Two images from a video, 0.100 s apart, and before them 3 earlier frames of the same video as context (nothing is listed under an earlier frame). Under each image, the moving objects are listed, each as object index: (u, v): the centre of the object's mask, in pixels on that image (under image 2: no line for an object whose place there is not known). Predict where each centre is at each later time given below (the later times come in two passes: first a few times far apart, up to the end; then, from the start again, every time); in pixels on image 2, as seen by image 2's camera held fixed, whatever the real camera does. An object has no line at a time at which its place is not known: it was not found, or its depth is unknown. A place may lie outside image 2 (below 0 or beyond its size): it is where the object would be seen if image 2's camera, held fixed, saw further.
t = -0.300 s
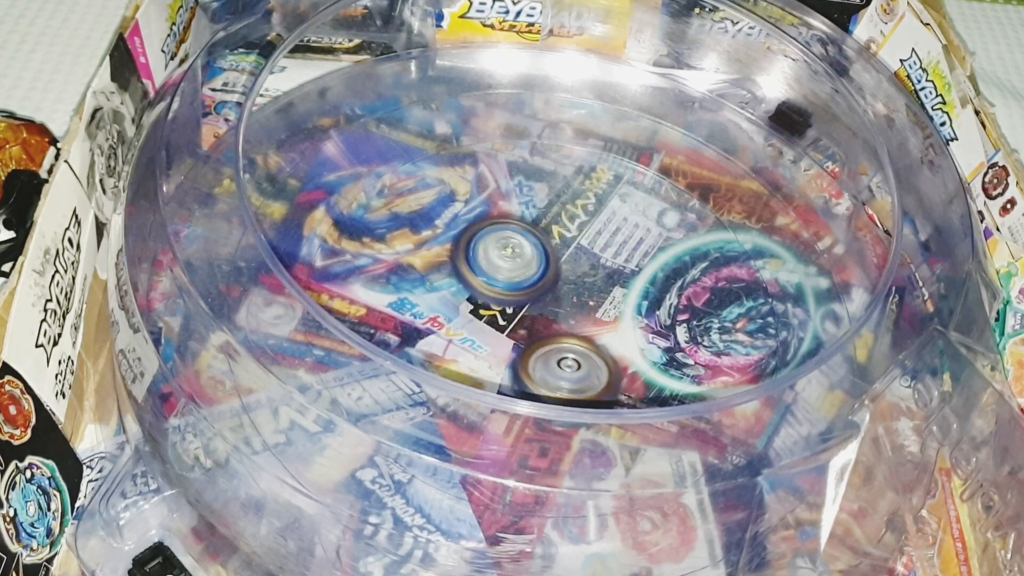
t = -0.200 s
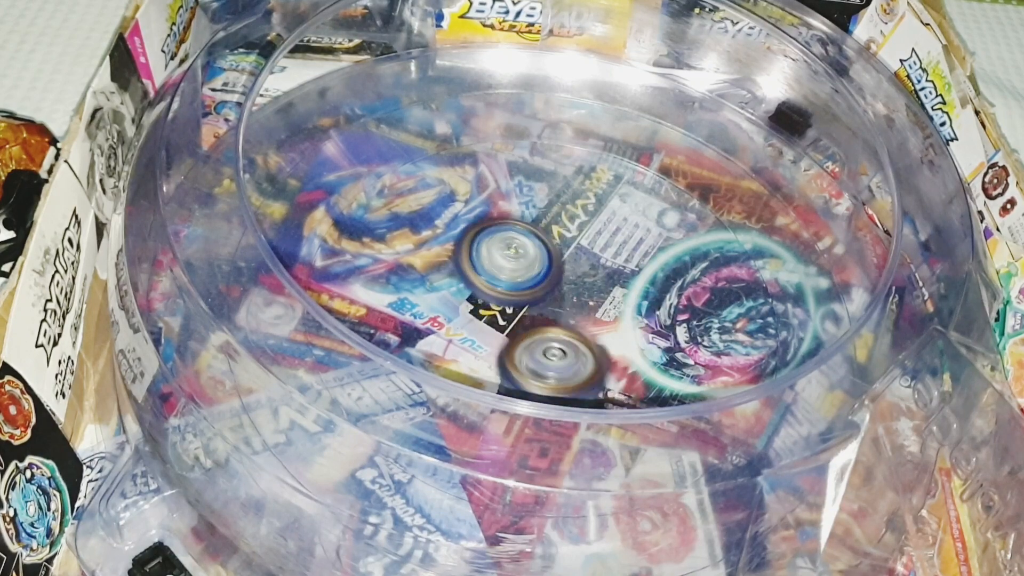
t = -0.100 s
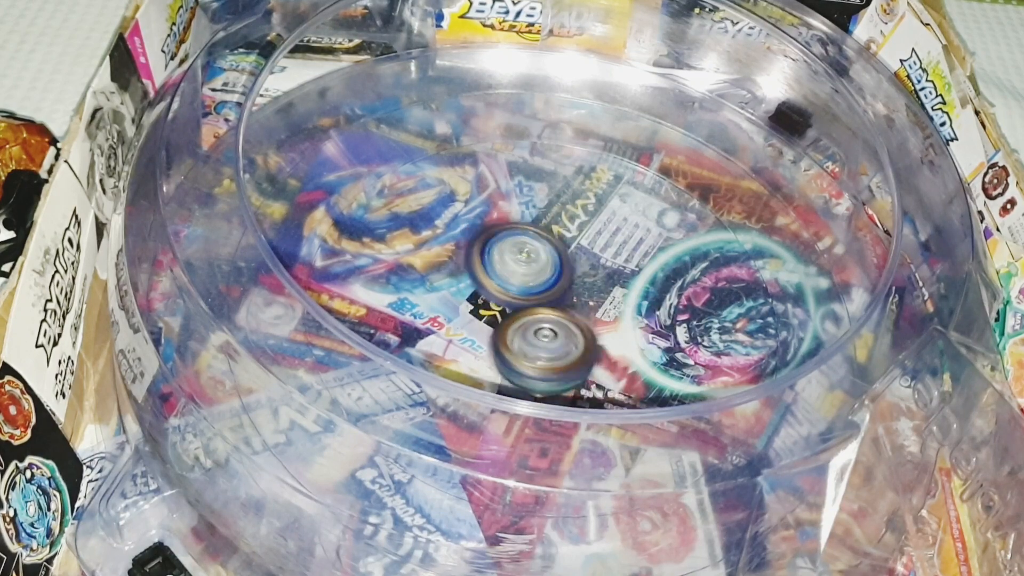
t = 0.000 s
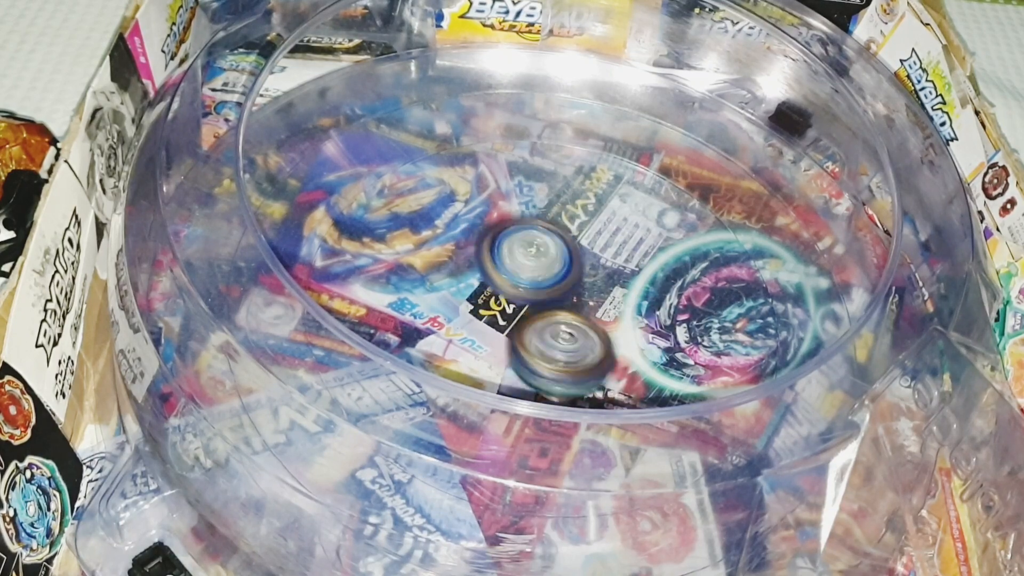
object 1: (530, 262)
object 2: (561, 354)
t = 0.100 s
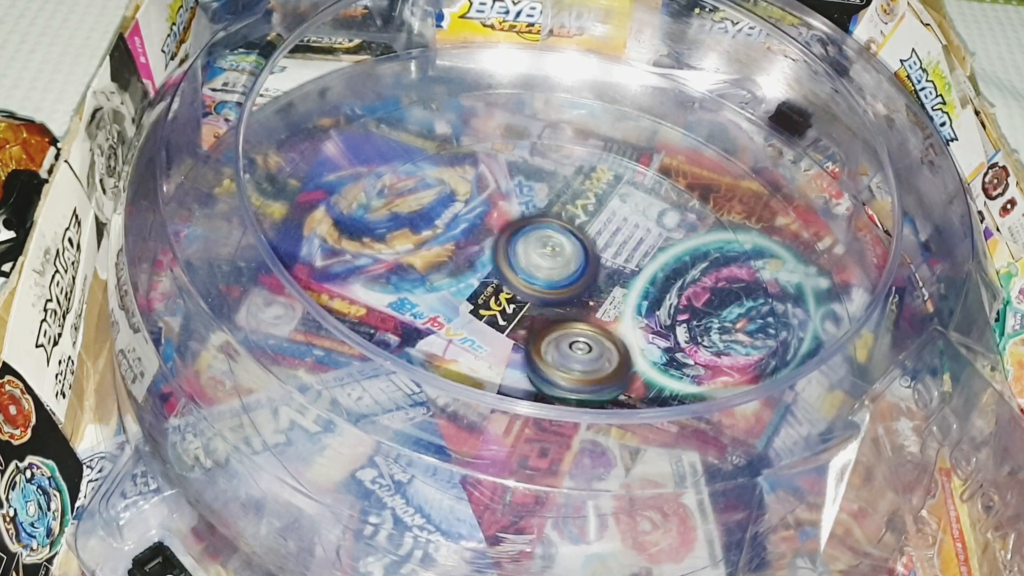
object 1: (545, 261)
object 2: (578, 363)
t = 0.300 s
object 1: (555, 277)
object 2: (590, 363)
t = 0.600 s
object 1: (542, 286)
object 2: (609, 353)
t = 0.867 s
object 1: (505, 275)
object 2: (617, 329)
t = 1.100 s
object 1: (493, 269)
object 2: (623, 308)
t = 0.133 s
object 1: (551, 266)
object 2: (579, 362)
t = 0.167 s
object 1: (555, 272)
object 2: (580, 362)
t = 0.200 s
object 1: (556, 276)
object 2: (580, 360)
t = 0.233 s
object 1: (555, 276)
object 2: (584, 362)
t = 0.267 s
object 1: (555, 276)
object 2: (588, 363)
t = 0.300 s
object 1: (555, 277)
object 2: (590, 363)
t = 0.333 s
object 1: (555, 279)
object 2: (592, 361)
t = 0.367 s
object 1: (554, 280)
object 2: (594, 359)
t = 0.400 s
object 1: (553, 280)
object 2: (599, 361)
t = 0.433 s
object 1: (553, 281)
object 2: (601, 361)
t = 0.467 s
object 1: (553, 283)
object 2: (603, 360)
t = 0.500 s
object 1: (550, 284)
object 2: (605, 359)
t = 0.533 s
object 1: (548, 285)
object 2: (608, 359)
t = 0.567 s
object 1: (546, 286)
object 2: (610, 357)
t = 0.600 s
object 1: (542, 286)
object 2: (609, 353)
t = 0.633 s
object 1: (538, 285)
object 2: (610, 352)
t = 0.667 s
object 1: (533, 285)
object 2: (612, 348)
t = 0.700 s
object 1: (530, 286)
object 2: (613, 345)
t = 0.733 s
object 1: (526, 285)
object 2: (614, 342)
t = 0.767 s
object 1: (521, 284)
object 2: (614, 339)
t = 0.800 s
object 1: (516, 282)
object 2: (616, 335)
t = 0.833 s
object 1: (509, 278)
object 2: (618, 332)
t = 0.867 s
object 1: (505, 275)
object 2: (617, 329)
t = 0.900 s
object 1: (502, 274)
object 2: (615, 326)
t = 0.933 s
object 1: (502, 274)
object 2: (612, 321)
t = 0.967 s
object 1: (502, 273)
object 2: (608, 317)
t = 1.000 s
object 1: (502, 274)
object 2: (606, 313)
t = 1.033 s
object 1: (495, 270)
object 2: (617, 312)
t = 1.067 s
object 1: (493, 269)
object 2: (623, 311)
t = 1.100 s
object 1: (493, 269)
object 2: (623, 308)
